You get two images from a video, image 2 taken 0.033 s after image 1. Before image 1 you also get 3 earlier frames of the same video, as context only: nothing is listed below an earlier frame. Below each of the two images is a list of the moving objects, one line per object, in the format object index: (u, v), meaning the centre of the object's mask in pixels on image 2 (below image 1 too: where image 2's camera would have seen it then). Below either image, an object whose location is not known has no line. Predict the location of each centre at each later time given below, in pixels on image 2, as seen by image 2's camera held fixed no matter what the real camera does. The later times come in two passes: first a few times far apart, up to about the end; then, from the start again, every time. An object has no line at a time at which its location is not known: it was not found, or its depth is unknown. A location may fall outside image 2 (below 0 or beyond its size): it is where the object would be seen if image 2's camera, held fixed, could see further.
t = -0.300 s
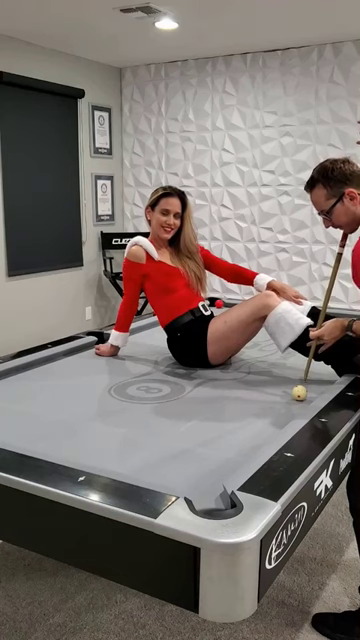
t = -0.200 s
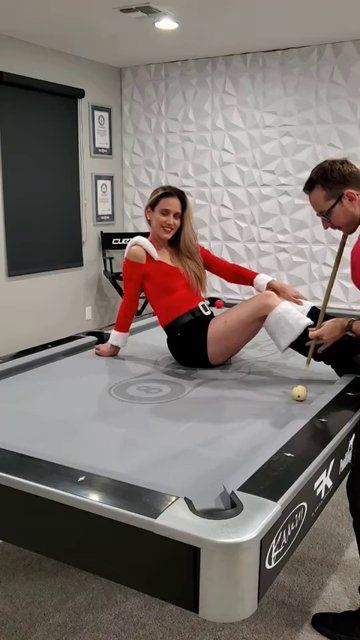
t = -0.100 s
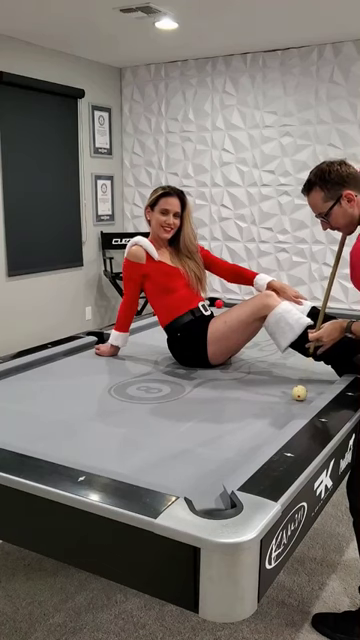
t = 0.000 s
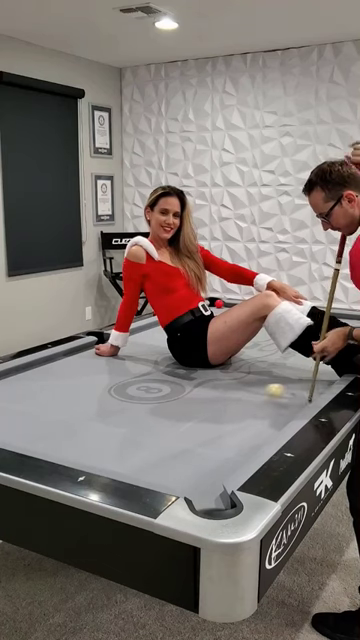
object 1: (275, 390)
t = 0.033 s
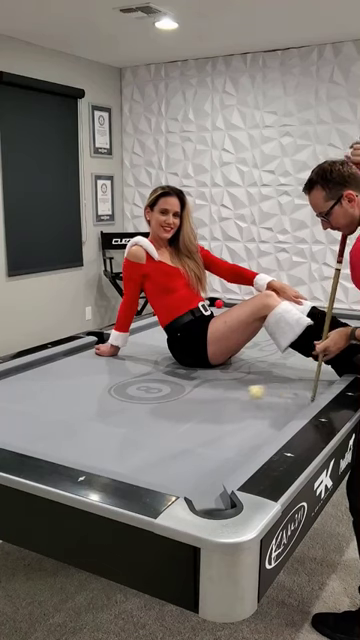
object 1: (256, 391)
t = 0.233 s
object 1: (140, 414)
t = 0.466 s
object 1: (17, 435)
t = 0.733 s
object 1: (79, 406)
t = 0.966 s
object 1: (142, 392)
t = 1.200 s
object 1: (218, 386)
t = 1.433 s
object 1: (299, 384)
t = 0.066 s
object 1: (236, 397)
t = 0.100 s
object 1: (217, 402)
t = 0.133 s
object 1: (197, 404)
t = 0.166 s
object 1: (177, 408)
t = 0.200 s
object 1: (158, 411)
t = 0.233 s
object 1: (140, 414)
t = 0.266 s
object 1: (120, 417)
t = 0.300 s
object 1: (101, 421)
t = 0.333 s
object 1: (82, 425)
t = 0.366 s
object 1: (63, 429)
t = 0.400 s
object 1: (44, 433)
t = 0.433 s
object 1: (26, 437)
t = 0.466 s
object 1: (17, 435)
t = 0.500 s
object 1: (24, 431)
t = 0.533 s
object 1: (32, 426)
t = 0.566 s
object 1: (39, 422)
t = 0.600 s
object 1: (47, 419)
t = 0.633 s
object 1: (55, 415)
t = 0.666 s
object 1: (63, 412)
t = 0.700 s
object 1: (71, 409)
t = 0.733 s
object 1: (79, 406)
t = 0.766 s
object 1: (87, 403)
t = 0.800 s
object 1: (96, 401)
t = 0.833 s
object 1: (105, 399)
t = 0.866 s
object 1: (114, 397)
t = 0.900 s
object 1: (123, 395)
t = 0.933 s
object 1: (132, 393)
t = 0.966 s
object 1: (142, 392)
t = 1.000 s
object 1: (152, 391)
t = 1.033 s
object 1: (162, 389)
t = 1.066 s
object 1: (172, 389)
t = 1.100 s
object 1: (183, 388)
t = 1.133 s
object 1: (195, 387)
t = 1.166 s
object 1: (207, 386)
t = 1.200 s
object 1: (218, 386)
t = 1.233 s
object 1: (230, 386)
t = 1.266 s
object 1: (242, 386)
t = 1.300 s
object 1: (253, 385)
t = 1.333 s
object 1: (265, 385)
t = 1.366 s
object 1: (276, 385)
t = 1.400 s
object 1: (288, 384)
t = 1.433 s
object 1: (299, 384)
